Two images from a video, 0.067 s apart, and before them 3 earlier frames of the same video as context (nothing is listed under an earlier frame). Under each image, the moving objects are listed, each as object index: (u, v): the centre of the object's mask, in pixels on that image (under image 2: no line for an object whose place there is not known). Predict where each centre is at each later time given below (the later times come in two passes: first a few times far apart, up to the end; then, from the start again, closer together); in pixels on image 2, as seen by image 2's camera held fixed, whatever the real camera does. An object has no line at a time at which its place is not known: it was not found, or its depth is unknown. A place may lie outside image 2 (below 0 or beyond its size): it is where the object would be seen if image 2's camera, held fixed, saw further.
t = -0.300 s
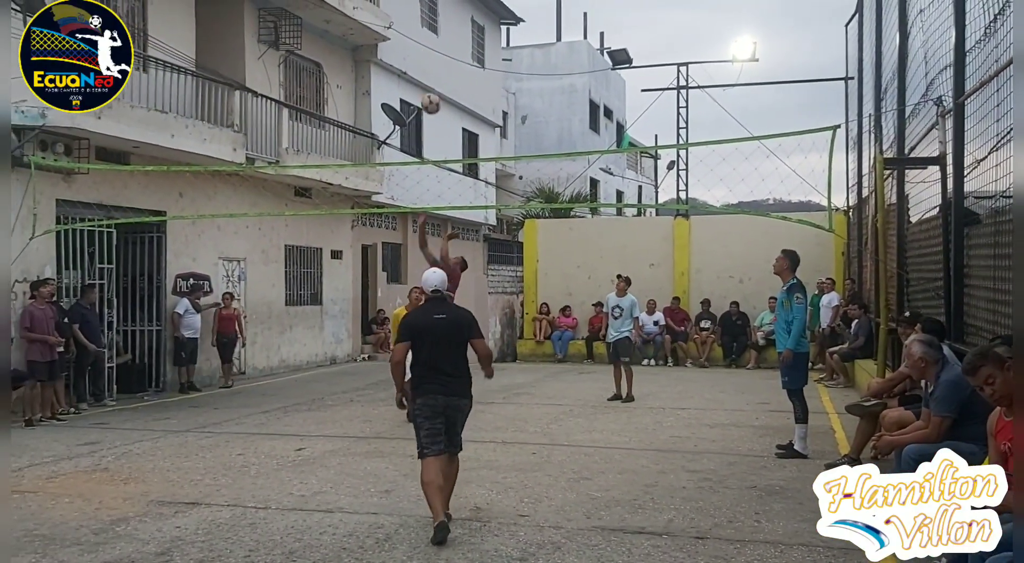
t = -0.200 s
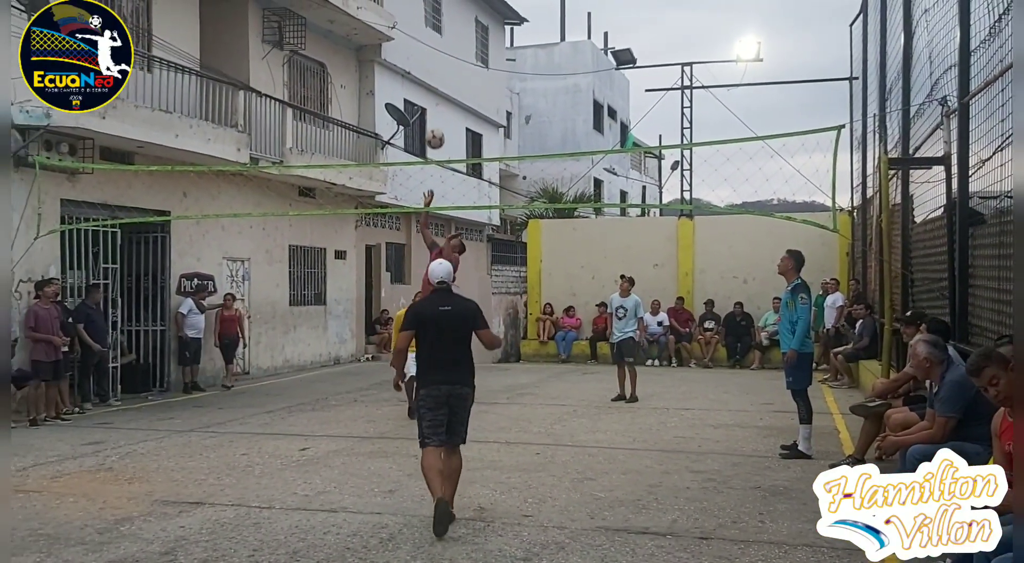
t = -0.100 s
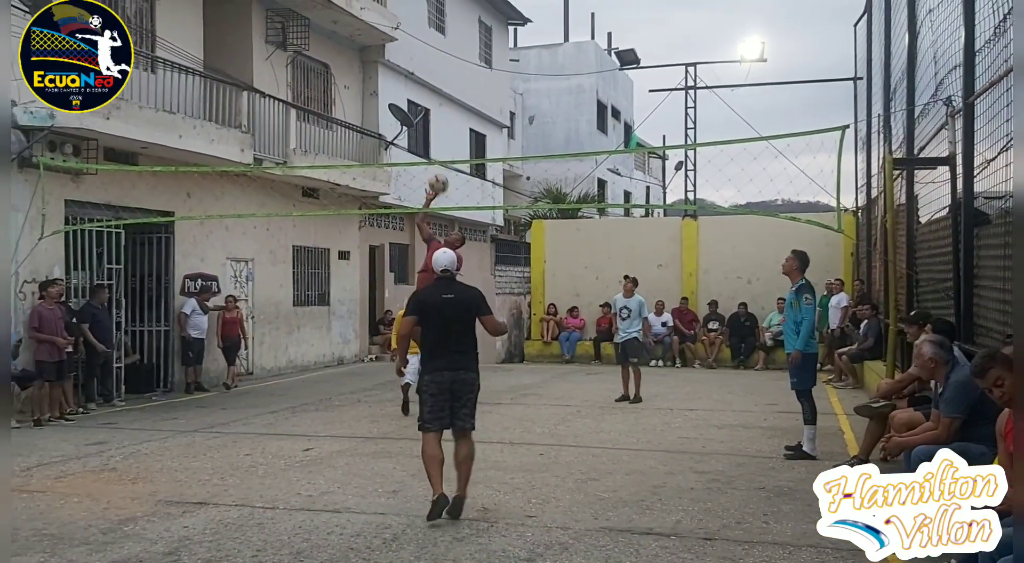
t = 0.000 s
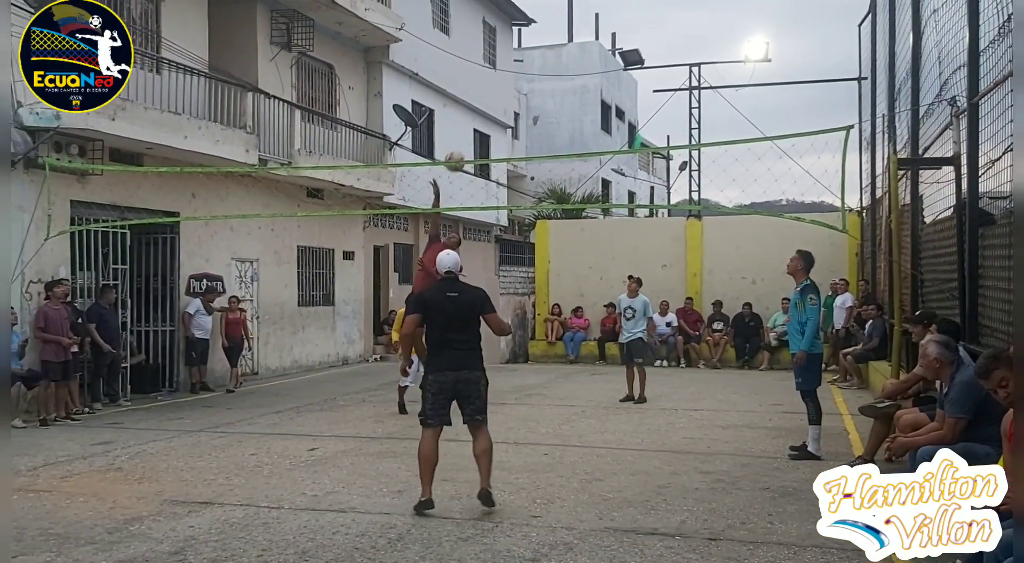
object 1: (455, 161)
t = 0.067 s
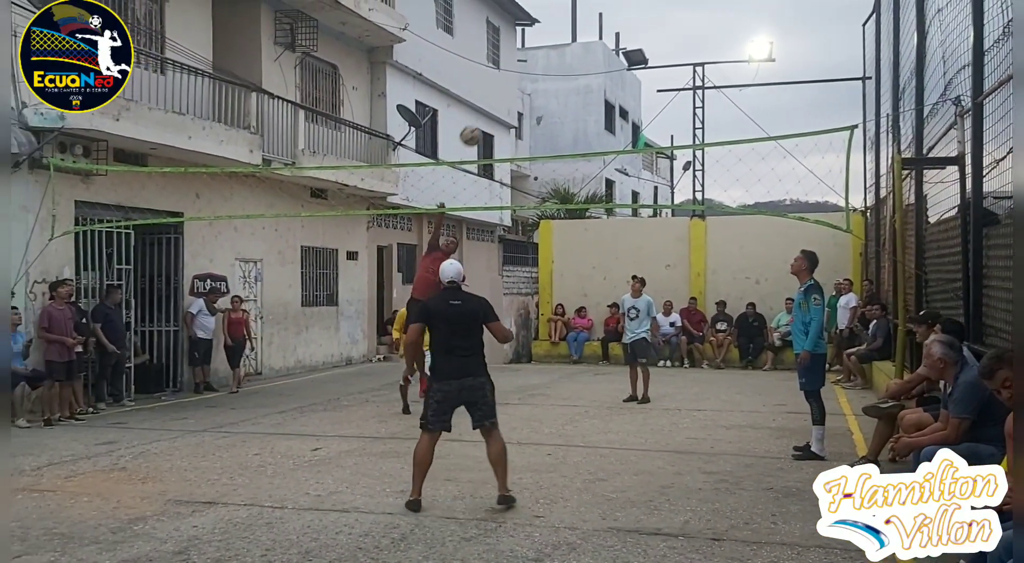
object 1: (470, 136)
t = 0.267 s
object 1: (515, 71)
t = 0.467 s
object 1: (576, 37)
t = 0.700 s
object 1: (681, 64)
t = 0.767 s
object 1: (721, 93)
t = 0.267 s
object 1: (515, 71)
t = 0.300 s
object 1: (524, 62)
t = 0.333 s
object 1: (533, 55)
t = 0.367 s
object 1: (543, 49)
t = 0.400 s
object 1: (554, 44)
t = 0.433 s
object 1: (565, 40)
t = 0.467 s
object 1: (576, 37)
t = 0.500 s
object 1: (588, 36)
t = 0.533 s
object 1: (602, 36)
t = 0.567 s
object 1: (615, 37)
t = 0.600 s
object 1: (630, 41)
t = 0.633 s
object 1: (646, 47)
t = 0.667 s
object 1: (663, 54)
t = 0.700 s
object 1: (681, 64)
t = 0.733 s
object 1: (700, 77)
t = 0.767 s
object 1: (721, 93)
